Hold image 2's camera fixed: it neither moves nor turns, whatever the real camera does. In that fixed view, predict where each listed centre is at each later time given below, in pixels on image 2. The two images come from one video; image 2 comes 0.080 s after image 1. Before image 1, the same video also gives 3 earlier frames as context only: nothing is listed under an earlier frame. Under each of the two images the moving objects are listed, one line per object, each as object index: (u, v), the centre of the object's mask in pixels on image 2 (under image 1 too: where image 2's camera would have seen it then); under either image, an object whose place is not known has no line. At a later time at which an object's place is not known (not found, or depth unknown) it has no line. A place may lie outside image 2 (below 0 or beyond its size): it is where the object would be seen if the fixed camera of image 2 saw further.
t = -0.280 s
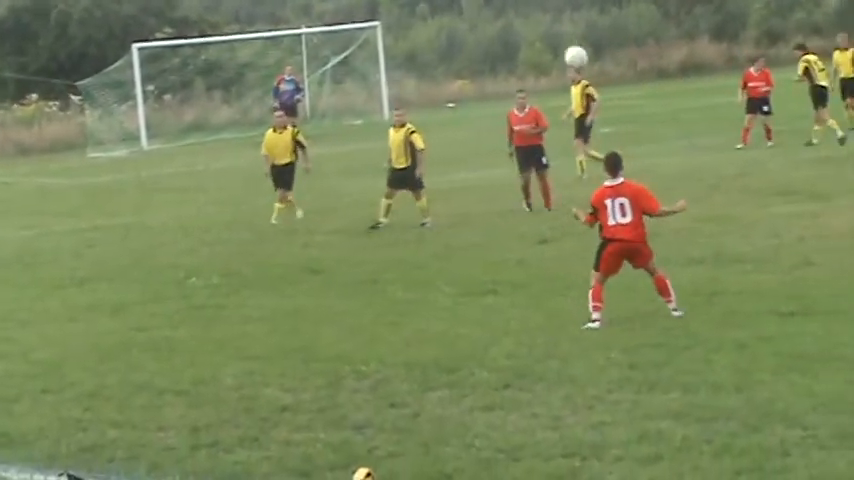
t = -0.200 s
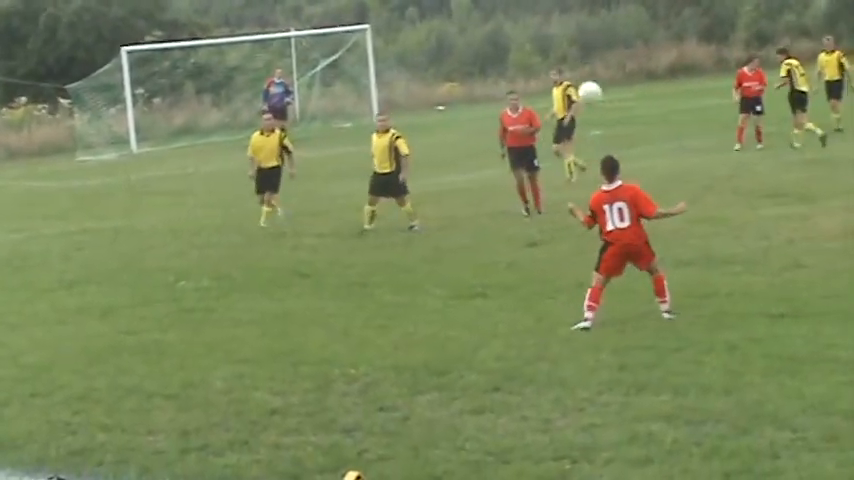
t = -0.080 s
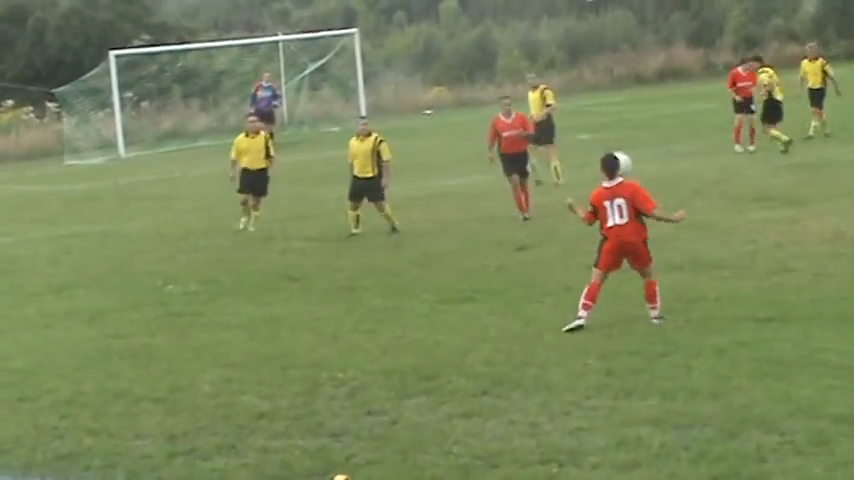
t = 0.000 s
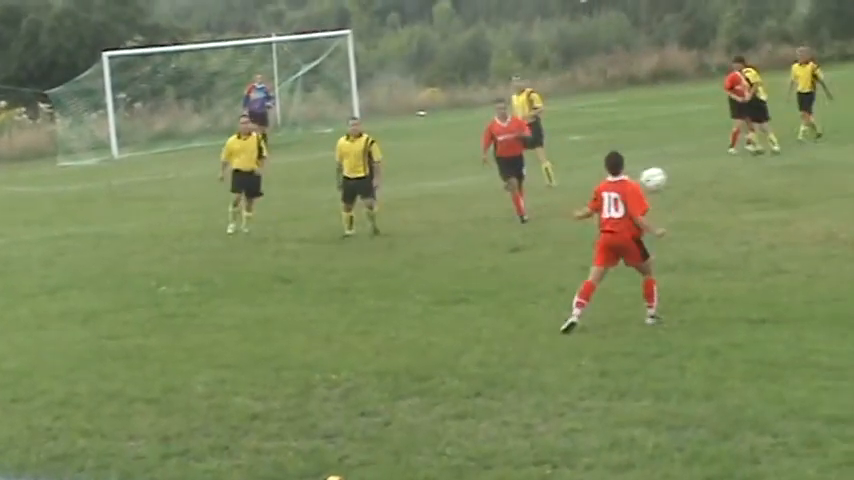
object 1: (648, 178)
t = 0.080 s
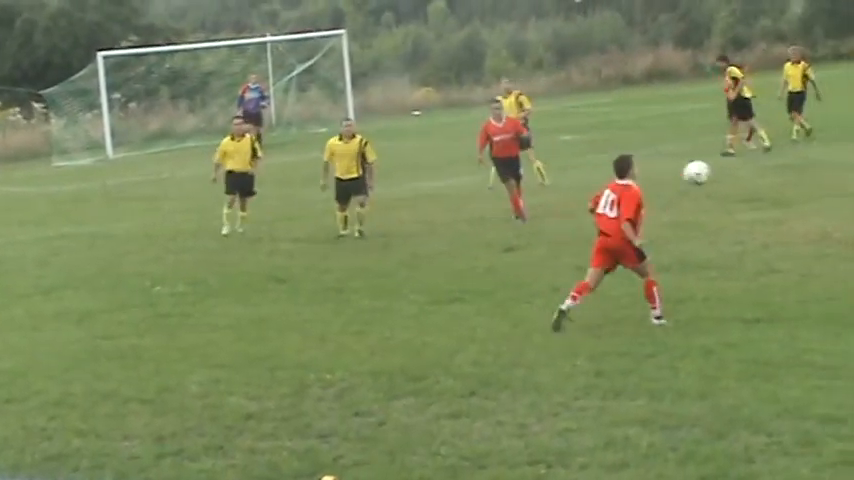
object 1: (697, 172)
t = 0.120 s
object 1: (720, 171)
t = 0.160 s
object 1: (744, 173)
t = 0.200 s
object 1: (768, 176)
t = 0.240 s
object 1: (791, 180)
